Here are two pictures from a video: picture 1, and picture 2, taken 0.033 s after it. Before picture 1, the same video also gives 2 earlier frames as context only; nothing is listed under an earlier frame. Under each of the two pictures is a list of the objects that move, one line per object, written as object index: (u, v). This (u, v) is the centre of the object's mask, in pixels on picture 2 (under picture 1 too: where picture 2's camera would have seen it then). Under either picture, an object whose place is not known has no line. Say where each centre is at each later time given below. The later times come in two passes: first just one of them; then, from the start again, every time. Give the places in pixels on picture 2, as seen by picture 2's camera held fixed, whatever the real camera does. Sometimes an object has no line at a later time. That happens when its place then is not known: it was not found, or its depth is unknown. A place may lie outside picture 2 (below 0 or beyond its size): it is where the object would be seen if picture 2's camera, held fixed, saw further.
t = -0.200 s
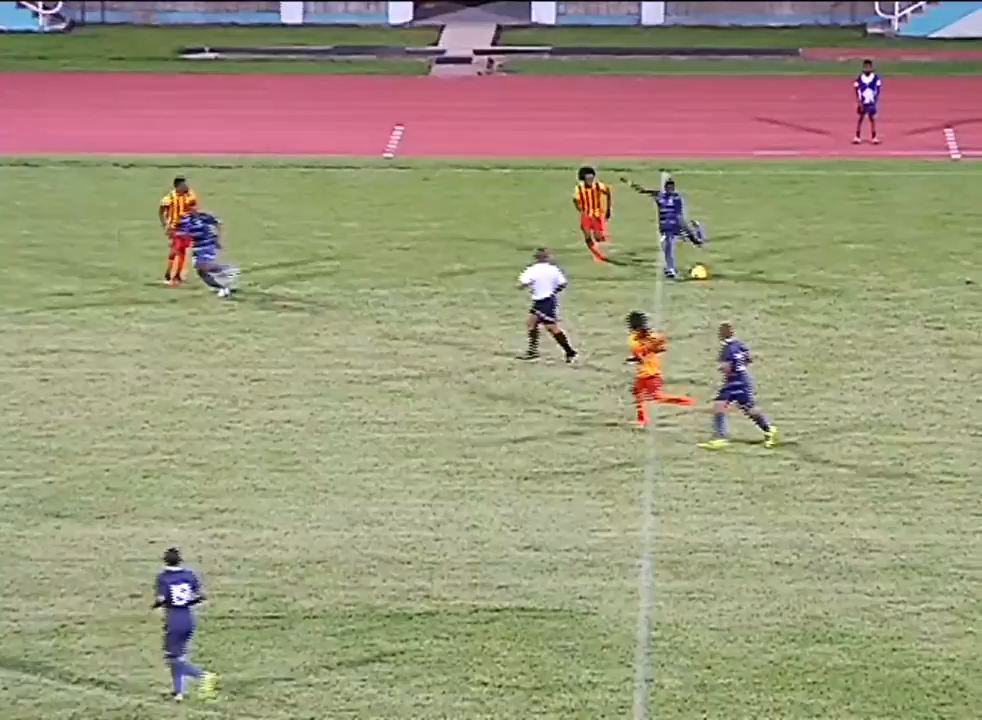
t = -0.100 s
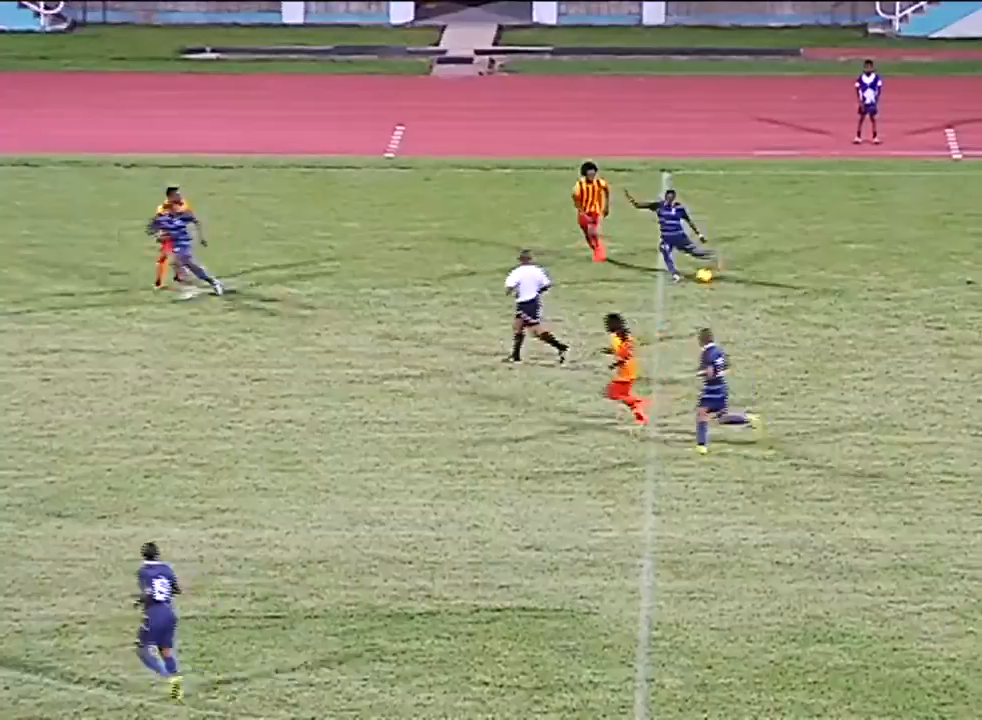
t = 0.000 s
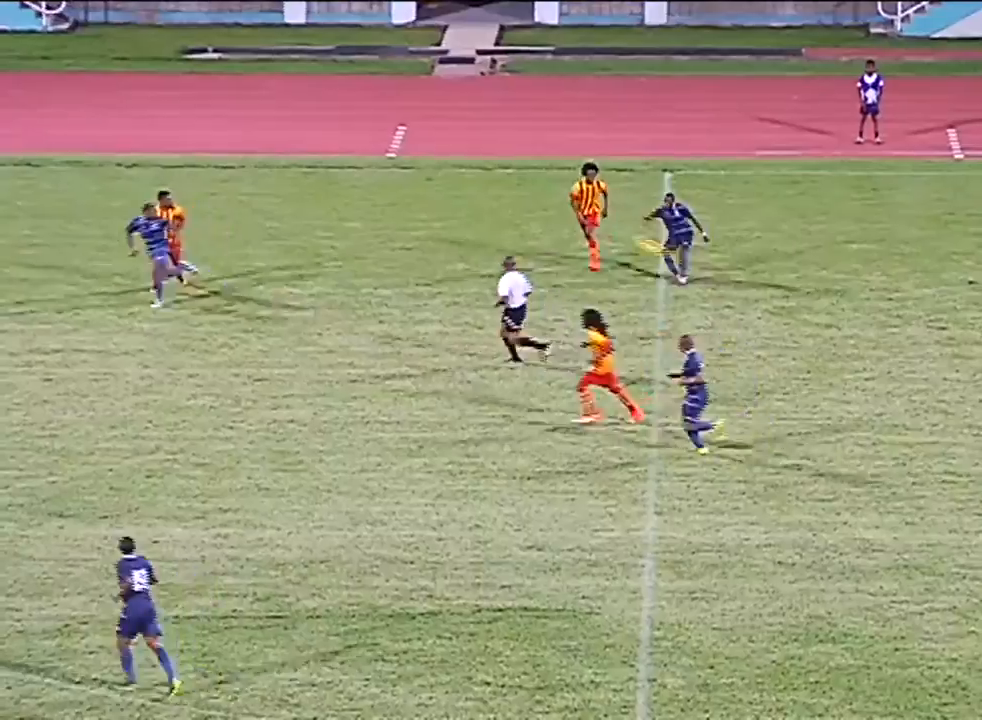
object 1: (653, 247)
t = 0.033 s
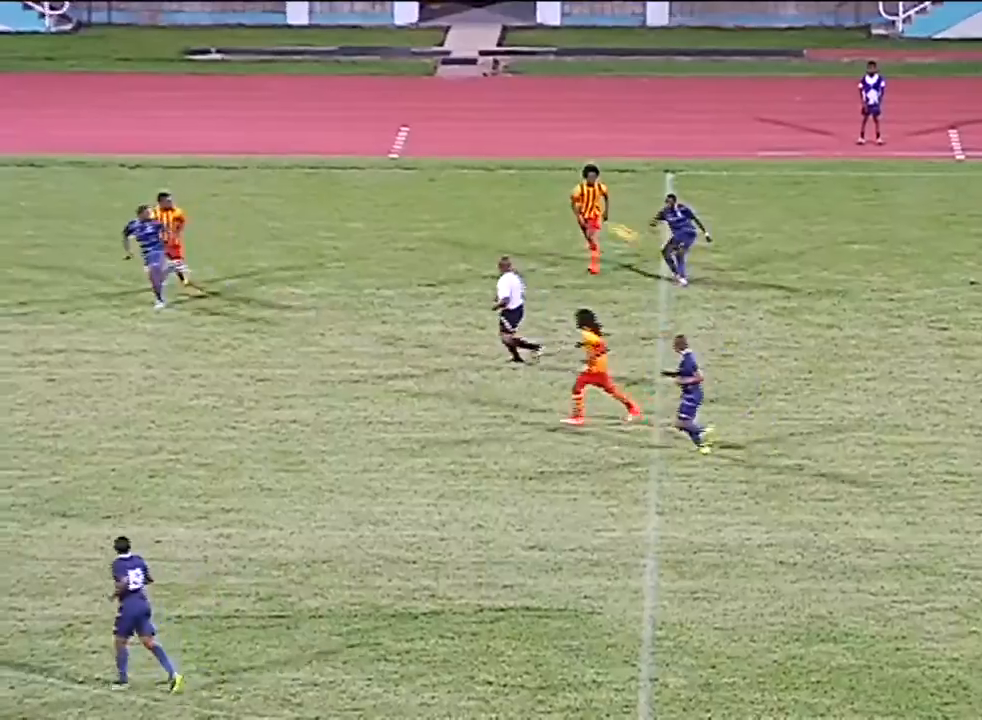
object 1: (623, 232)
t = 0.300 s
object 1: (403, 128)
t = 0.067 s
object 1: (605, 222)
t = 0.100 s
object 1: (563, 204)
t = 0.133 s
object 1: (538, 191)
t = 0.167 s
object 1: (510, 178)
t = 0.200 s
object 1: (481, 165)
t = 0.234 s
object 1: (454, 153)
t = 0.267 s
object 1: (428, 142)
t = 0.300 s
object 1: (403, 128)
